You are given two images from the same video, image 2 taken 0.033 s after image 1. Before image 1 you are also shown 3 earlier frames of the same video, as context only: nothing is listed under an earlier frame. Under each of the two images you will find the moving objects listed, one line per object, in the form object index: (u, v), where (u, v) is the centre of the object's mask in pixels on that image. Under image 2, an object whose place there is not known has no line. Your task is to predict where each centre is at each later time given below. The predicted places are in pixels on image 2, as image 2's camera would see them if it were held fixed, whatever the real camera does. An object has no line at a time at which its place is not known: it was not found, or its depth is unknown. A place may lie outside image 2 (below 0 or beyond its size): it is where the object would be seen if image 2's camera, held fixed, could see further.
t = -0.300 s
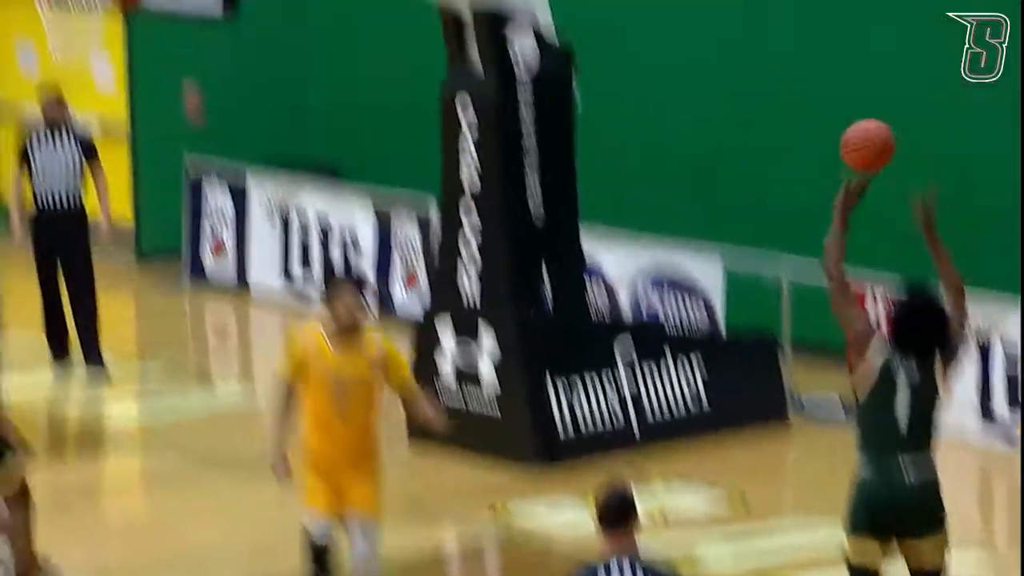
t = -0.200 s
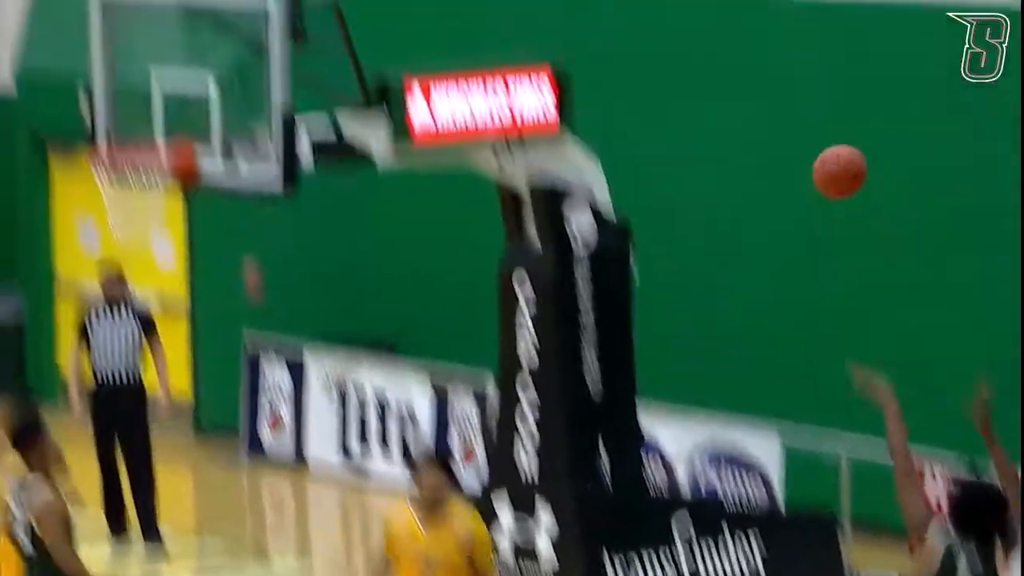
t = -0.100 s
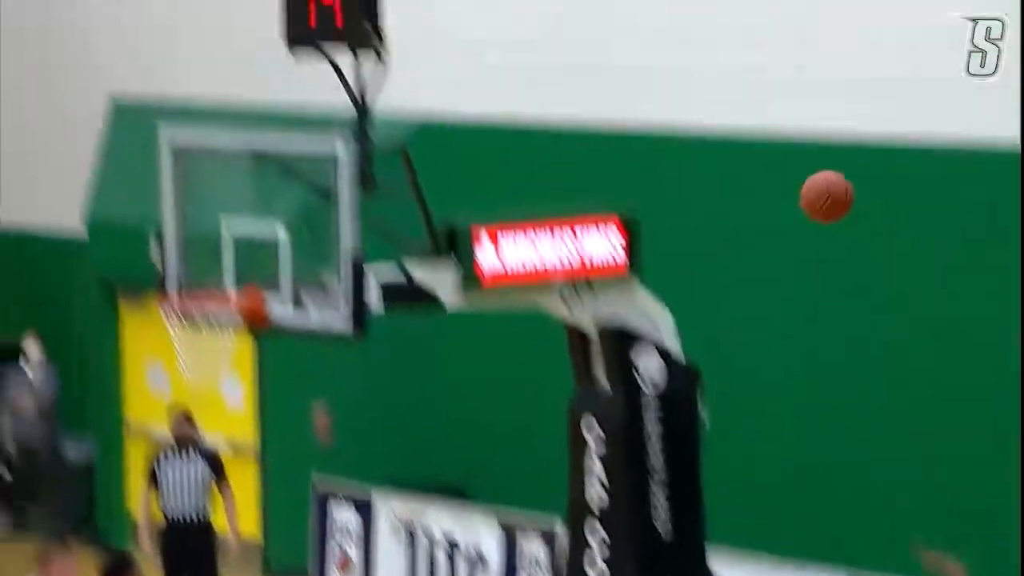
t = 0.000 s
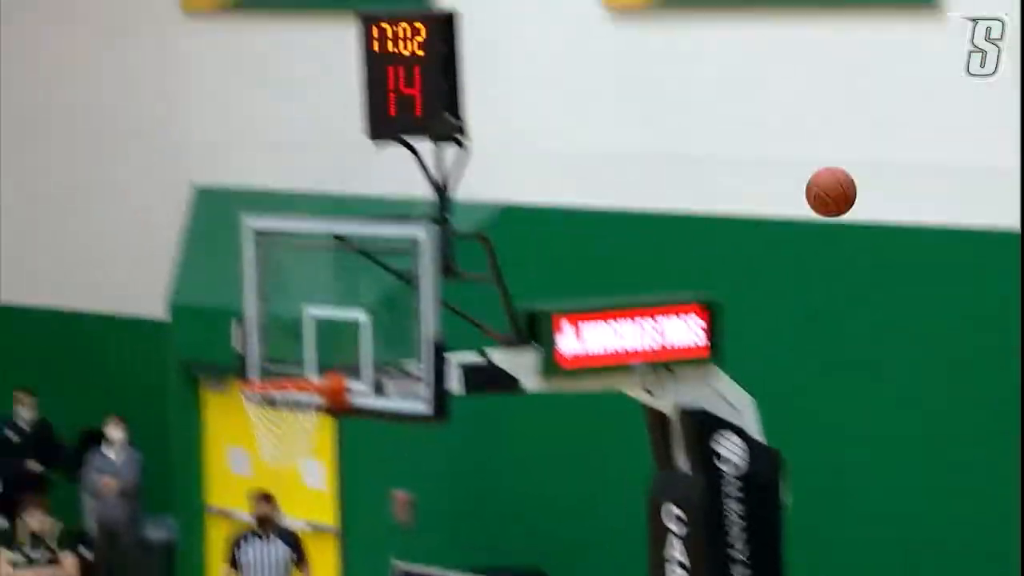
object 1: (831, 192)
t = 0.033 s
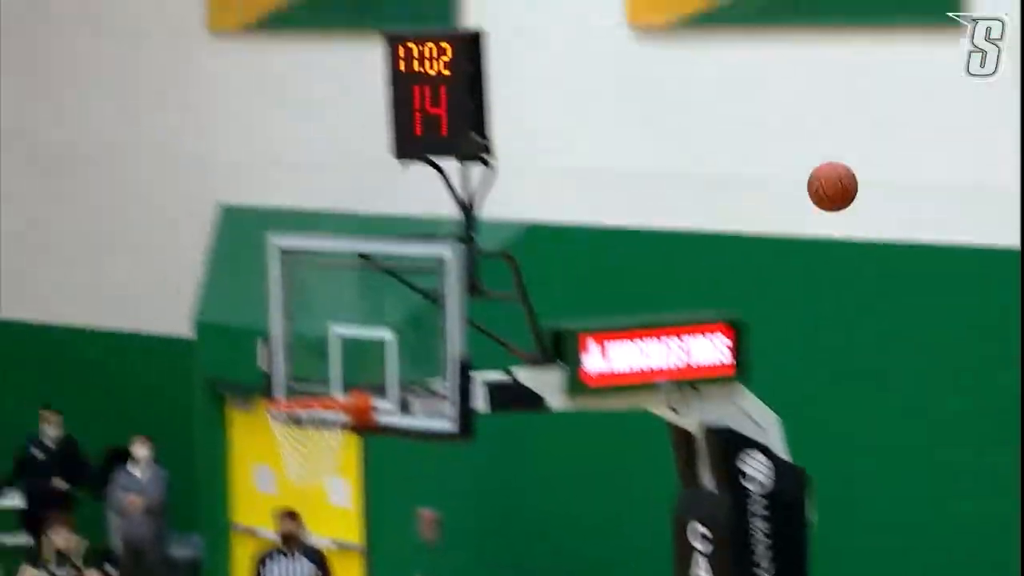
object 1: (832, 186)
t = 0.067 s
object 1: (809, 165)
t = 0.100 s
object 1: (786, 147)
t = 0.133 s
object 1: (765, 132)
